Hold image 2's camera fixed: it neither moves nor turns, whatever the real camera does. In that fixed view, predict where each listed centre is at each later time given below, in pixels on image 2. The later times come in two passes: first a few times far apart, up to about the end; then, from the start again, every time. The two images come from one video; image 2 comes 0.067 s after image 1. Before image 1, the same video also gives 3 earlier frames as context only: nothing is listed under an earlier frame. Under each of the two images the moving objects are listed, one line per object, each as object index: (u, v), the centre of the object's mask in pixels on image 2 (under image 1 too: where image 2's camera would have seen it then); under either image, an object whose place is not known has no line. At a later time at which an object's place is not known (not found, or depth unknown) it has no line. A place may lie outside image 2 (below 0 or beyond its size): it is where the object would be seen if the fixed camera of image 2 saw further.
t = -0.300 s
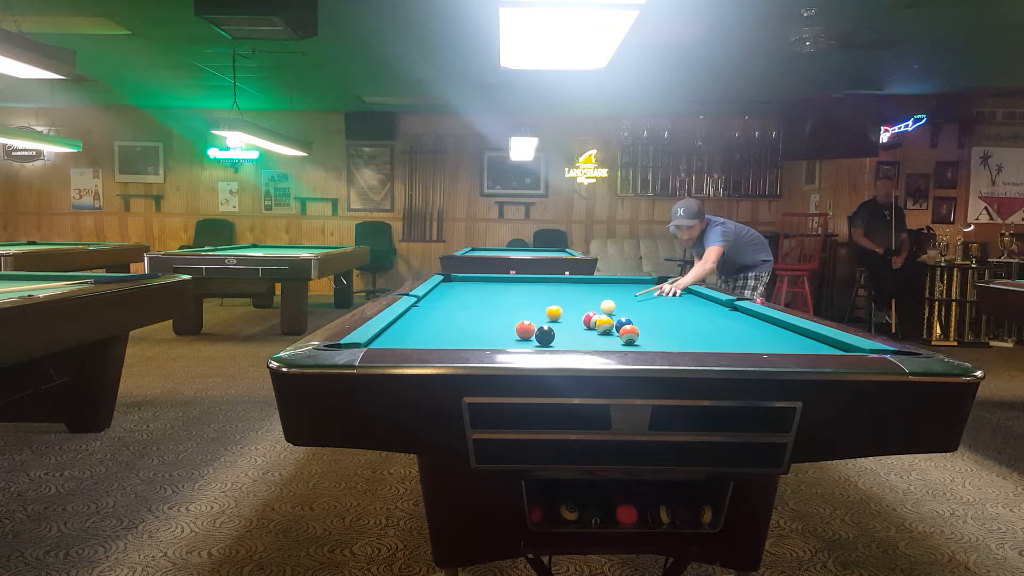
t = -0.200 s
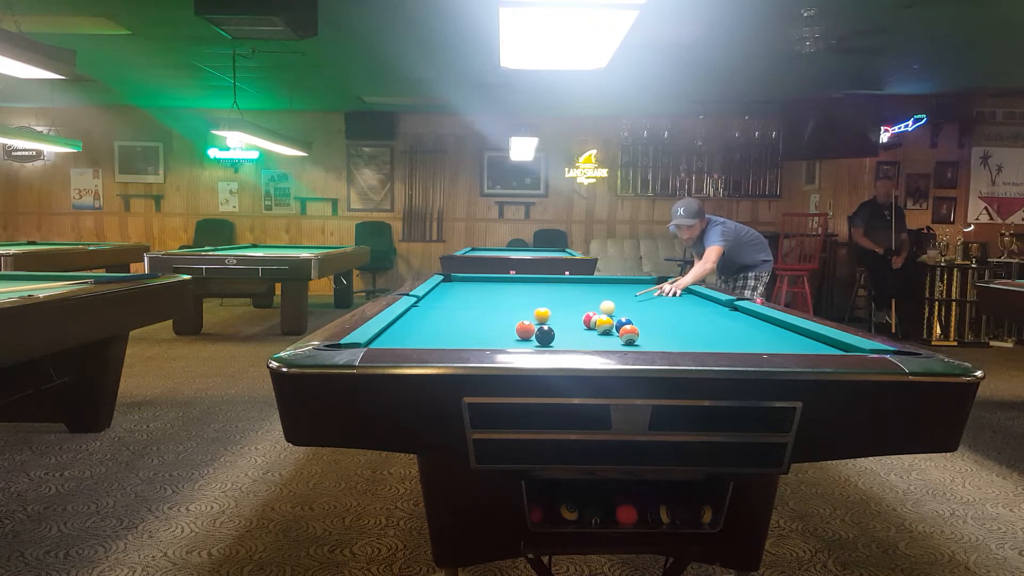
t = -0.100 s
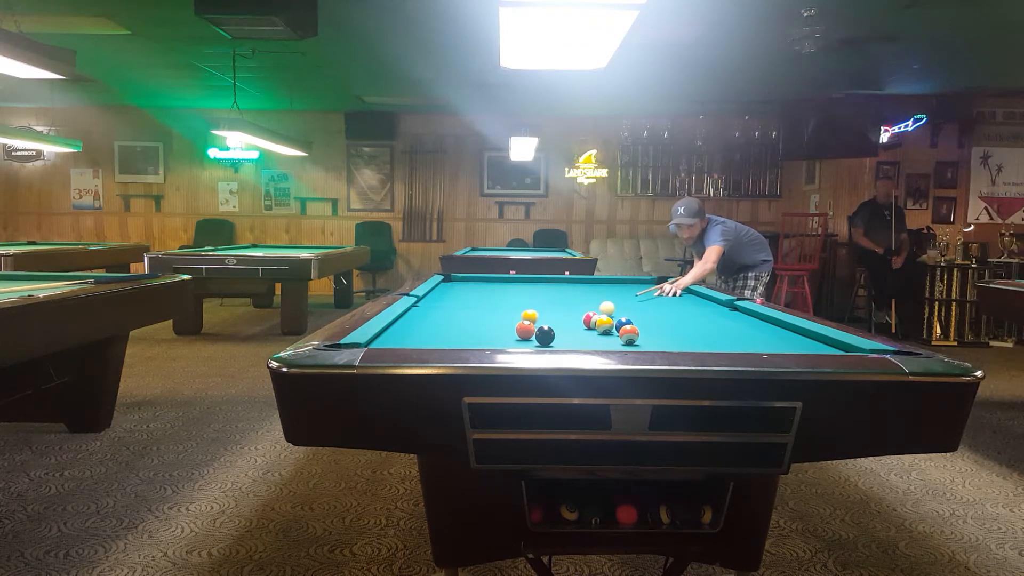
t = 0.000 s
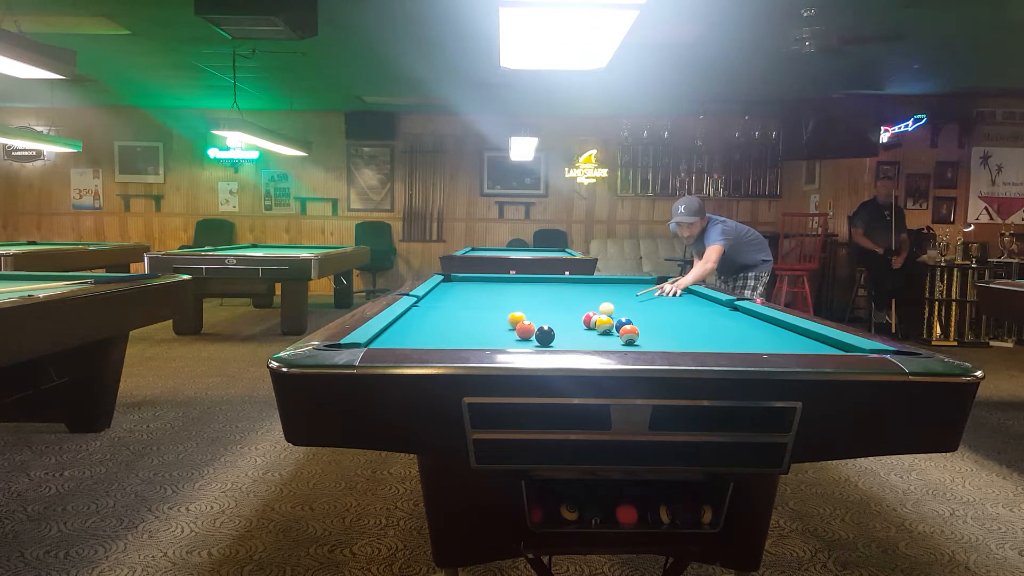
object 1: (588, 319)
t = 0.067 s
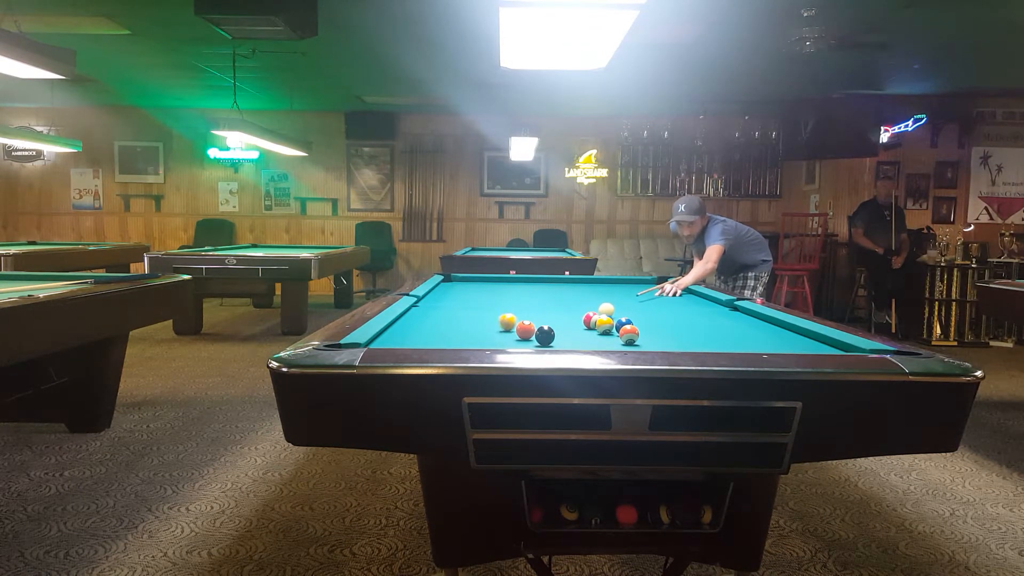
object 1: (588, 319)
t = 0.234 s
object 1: (588, 319)
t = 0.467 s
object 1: (588, 319)
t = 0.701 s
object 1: (588, 319)
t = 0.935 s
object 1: (588, 319)
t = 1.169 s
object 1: (585, 319)
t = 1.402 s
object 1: (582, 320)
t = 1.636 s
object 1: (580, 321)
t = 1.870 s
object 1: (578, 322)
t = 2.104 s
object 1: (576, 321)
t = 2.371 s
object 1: (575, 322)
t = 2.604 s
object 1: (575, 322)
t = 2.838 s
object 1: (575, 322)
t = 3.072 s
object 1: (575, 322)
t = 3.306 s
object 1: (576, 322)
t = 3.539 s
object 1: (575, 322)
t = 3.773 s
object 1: (575, 322)
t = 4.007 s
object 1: (575, 322)
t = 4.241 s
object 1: (575, 322)
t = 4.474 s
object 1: (575, 322)
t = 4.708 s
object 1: (575, 322)
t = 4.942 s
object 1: (575, 322)
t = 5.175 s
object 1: (575, 322)
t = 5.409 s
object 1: (575, 322)
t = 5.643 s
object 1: (575, 322)
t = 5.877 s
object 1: (575, 322)
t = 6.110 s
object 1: (575, 322)
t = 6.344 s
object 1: (575, 322)
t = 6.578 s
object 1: (575, 322)
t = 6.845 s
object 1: (575, 322)
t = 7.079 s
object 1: (575, 322)
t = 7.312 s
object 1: (575, 322)
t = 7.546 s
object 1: (575, 322)
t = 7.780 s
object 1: (575, 322)
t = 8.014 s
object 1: (575, 322)
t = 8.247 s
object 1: (575, 322)
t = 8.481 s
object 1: (575, 322)
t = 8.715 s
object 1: (575, 322)
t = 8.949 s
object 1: (575, 322)
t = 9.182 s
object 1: (575, 322)
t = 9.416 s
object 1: (575, 322)
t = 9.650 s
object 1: (575, 322)
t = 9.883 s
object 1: (575, 322)
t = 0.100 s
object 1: (588, 319)
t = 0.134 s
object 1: (588, 319)
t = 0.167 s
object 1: (588, 319)
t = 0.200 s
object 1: (588, 319)
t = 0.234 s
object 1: (588, 319)
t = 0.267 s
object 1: (588, 319)
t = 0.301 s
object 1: (588, 319)
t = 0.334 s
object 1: (588, 319)
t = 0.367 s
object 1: (588, 319)
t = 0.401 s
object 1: (588, 319)
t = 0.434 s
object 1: (588, 319)
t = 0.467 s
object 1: (588, 319)
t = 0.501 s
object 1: (588, 319)
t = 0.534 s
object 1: (588, 319)
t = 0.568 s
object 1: (588, 319)
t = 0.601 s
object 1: (588, 319)
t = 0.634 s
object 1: (588, 319)
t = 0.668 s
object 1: (588, 319)
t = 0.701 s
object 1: (588, 319)
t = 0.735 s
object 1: (588, 319)
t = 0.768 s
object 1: (588, 319)
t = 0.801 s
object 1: (588, 319)
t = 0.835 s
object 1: (588, 319)
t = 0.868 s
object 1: (588, 319)
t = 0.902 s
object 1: (588, 319)
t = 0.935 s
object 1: (588, 319)
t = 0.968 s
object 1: (588, 319)
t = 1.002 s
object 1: (588, 319)
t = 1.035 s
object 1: (587, 319)
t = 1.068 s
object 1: (587, 319)
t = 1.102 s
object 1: (586, 319)
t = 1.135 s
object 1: (586, 319)
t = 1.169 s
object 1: (585, 319)
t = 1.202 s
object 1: (585, 319)
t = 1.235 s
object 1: (584, 319)
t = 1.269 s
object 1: (584, 319)
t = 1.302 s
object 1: (583, 319)
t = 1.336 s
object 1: (583, 320)
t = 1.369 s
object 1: (582, 320)
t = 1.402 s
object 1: (582, 320)
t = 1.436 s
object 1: (582, 320)
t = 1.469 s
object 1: (581, 320)
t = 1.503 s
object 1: (581, 321)
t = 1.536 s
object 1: (581, 321)
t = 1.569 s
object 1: (580, 321)
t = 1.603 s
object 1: (580, 321)
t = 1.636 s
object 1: (580, 321)
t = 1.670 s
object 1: (579, 321)
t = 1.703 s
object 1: (579, 321)
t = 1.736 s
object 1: (579, 321)
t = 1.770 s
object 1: (579, 321)
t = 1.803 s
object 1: (578, 321)
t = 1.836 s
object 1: (578, 322)
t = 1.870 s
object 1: (578, 322)
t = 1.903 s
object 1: (578, 322)
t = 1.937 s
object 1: (577, 322)
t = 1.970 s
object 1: (577, 322)
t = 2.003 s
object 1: (577, 322)
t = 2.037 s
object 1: (577, 322)
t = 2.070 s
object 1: (576, 321)
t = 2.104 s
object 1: (576, 321)
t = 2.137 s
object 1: (576, 322)
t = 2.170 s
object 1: (576, 321)
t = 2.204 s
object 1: (576, 322)
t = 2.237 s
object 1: (575, 322)
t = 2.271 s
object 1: (575, 322)
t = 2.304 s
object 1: (575, 322)
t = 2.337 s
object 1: (575, 322)
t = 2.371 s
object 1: (575, 322)
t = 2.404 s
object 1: (575, 322)
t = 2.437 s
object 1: (575, 322)
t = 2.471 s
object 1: (575, 322)
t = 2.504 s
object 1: (575, 322)
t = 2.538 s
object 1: (575, 322)
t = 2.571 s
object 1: (575, 322)
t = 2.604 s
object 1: (575, 322)
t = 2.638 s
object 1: (575, 322)
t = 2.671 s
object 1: (575, 322)
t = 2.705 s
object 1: (575, 322)
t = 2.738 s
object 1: (575, 322)
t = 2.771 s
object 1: (575, 322)
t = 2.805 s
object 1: (575, 322)
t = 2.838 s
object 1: (575, 322)
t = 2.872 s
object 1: (575, 322)
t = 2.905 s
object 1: (575, 322)
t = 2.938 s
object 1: (575, 322)
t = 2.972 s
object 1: (575, 322)
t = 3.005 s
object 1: (575, 322)
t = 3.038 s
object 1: (575, 322)
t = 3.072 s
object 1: (575, 322)
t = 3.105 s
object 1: (575, 322)
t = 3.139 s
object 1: (575, 322)
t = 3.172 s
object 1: (575, 322)
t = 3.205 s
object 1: (575, 322)
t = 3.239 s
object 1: (575, 322)
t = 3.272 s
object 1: (576, 322)
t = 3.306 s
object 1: (576, 322)
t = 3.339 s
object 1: (576, 322)
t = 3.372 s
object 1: (576, 322)
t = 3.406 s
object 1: (575, 322)
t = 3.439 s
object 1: (576, 322)
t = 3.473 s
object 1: (575, 322)
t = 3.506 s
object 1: (576, 322)
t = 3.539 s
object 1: (575, 322)
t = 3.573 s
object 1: (575, 322)
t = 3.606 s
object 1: (575, 322)
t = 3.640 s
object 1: (575, 322)
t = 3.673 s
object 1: (575, 322)
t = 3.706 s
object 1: (575, 322)
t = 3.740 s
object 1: (575, 322)
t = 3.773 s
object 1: (575, 322)
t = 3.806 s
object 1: (575, 322)
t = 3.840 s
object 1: (575, 322)
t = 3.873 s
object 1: (575, 322)
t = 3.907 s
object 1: (575, 322)
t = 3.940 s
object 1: (575, 322)
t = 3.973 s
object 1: (575, 322)
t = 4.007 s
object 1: (575, 322)
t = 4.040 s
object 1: (575, 322)
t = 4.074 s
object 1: (575, 322)
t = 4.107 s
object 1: (575, 322)
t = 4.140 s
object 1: (575, 322)
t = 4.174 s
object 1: (575, 322)
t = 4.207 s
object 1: (575, 322)
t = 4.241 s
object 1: (575, 322)
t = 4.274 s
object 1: (575, 322)
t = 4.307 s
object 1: (575, 322)
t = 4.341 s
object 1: (575, 322)
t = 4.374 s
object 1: (575, 322)
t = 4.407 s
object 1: (575, 322)
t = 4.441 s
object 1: (575, 322)
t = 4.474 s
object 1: (575, 322)
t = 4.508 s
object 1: (575, 322)
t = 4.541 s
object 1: (575, 322)
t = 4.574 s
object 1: (575, 322)
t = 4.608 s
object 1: (575, 322)
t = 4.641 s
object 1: (575, 322)
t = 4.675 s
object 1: (575, 322)
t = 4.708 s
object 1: (575, 322)
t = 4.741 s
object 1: (575, 322)
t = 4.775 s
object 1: (575, 322)
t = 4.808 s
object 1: (575, 322)
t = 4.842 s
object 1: (575, 322)
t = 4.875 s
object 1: (575, 322)
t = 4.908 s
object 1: (575, 322)
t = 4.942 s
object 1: (575, 322)
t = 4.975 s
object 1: (575, 322)
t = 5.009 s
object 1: (575, 322)
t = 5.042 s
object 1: (575, 322)
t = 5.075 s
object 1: (575, 322)
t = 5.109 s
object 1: (575, 322)
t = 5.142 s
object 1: (575, 322)
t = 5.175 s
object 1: (575, 322)
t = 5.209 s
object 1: (575, 322)
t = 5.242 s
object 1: (575, 322)
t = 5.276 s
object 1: (575, 322)
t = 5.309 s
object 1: (575, 322)
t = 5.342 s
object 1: (575, 322)
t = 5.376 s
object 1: (575, 322)
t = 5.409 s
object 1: (575, 322)
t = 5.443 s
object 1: (575, 322)
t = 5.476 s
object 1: (575, 322)
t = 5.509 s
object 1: (575, 322)
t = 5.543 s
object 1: (575, 322)
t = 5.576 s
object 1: (575, 322)
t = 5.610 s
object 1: (575, 322)
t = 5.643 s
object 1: (575, 322)
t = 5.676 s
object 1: (575, 322)
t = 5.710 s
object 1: (575, 322)
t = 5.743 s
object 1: (575, 322)
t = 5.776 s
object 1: (575, 322)
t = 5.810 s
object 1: (575, 322)
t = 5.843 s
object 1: (575, 322)
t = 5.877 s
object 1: (575, 322)
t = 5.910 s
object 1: (575, 322)
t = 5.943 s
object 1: (575, 322)
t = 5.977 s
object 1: (575, 322)
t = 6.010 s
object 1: (575, 322)
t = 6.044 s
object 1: (575, 322)
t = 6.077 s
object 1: (575, 322)
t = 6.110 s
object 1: (575, 322)
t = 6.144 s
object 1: (575, 322)
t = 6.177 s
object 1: (575, 322)
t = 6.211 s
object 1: (575, 322)
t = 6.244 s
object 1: (575, 322)
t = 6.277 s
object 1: (575, 322)
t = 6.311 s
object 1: (575, 322)
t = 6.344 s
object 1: (575, 322)
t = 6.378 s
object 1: (575, 322)
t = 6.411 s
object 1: (575, 322)
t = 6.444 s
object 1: (575, 322)
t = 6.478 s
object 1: (575, 322)
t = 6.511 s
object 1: (575, 322)
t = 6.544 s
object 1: (575, 322)
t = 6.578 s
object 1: (575, 322)
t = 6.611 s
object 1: (575, 322)
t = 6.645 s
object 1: (575, 322)
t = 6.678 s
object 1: (575, 322)
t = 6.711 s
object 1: (575, 322)
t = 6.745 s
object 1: (575, 322)
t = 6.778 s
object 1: (575, 322)
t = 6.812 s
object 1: (575, 322)
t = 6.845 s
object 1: (575, 322)
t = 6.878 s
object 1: (575, 322)
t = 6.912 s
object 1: (575, 322)
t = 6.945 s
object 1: (575, 322)
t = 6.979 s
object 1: (575, 322)
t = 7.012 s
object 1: (575, 322)
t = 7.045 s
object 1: (575, 322)
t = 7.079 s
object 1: (575, 322)
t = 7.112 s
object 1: (575, 322)
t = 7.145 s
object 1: (575, 322)
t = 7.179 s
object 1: (575, 322)
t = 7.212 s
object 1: (575, 322)
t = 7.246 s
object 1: (575, 322)
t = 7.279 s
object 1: (575, 322)
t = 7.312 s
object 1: (575, 322)
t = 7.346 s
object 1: (575, 322)
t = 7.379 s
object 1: (575, 322)
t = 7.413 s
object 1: (575, 322)
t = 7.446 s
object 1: (575, 322)
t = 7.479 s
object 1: (575, 322)
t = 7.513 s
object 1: (575, 322)
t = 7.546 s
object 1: (575, 322)
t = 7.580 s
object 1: (575, 322)
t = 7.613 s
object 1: (575, 322)
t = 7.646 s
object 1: (575, 322)
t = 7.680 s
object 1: (575, 322)
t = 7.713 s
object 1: (575, 322)
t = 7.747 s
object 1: (575, 322)
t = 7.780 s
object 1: (575, 322)
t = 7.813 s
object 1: (575, 322)
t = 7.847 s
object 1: (575, 322)
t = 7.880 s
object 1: (575, 322)
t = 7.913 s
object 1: (575, 322)
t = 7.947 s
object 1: (575, 322)
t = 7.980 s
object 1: (575, 322)
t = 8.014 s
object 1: (575, 322)
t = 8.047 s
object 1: (575, 322)
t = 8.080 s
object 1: (575, 322)
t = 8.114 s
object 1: (575, 322)
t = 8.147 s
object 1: (575, 322)
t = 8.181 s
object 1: (575, 322)
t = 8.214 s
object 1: (575, 322)
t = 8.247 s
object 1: (575, 322)
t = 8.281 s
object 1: (575, 322)
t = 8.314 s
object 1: (575, 322)
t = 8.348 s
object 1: (575, 322)
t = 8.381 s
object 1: (575, 322)
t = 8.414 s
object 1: (575, 322)
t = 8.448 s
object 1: (575, 322)
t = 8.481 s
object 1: (575, 322)
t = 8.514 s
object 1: (575, 322)
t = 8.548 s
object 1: (575, 322)
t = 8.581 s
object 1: (575, 322)
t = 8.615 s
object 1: (575, 322)
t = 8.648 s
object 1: (575, 322)
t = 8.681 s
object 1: (575, 322)
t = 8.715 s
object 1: (575, 322)
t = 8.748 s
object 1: (575, 322)
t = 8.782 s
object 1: (575, 322)
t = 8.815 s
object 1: (575, 322)
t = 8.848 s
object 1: (575, 322)
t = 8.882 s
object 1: (575, 322)
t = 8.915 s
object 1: (575, 322)
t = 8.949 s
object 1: (575, 322)
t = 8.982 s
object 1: (575, 322)
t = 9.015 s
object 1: (575, 322)
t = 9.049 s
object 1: (575, 322)
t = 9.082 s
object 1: (575, 322)
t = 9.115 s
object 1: (575, 322)
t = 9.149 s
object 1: (575, 322)
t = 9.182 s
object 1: (575, 322)
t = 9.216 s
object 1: (575, 322)
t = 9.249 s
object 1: (575, 322)
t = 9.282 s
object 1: (575, 322)
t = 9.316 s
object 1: (575, 322)
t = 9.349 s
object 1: (575, 322)
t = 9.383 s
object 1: (575, 322)
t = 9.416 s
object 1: (575, 322)
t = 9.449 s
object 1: (575, 322)
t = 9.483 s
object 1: (575, 322)
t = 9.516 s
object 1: (575, 322)
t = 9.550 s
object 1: (575, 322)
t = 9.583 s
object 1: (575, 322)
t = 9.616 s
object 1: (575, 322)
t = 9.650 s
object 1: (575, 322)
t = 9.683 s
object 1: (575, 322)
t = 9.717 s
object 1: (575, 322)
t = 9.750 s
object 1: (575, 322)
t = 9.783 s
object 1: (575, 322)
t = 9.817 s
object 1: (575, 322)
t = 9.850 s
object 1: (575, 322)
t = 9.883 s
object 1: (575, 322)
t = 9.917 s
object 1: (575, 322)
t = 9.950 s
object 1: (575, 322)
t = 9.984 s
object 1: (575, 322)
